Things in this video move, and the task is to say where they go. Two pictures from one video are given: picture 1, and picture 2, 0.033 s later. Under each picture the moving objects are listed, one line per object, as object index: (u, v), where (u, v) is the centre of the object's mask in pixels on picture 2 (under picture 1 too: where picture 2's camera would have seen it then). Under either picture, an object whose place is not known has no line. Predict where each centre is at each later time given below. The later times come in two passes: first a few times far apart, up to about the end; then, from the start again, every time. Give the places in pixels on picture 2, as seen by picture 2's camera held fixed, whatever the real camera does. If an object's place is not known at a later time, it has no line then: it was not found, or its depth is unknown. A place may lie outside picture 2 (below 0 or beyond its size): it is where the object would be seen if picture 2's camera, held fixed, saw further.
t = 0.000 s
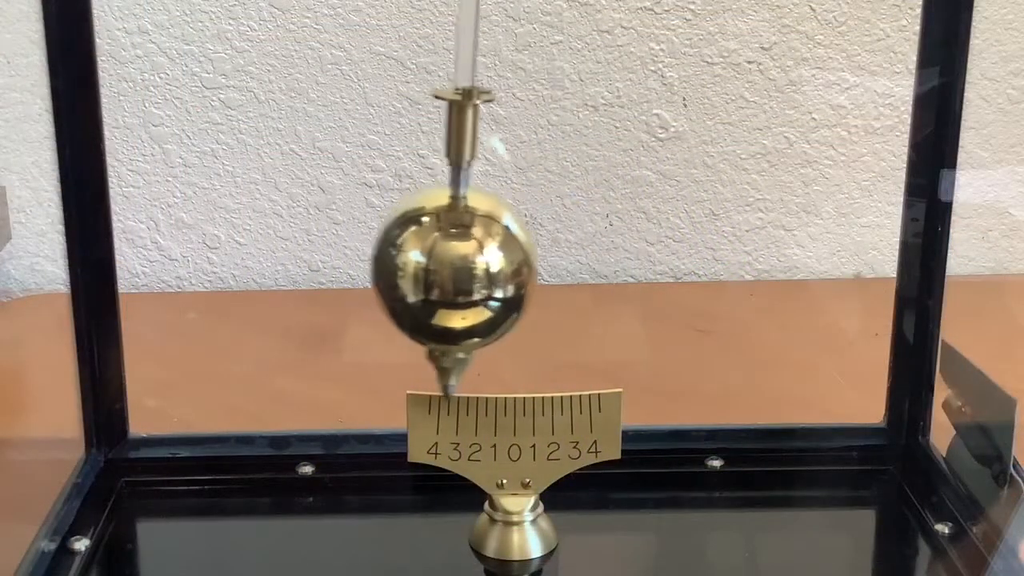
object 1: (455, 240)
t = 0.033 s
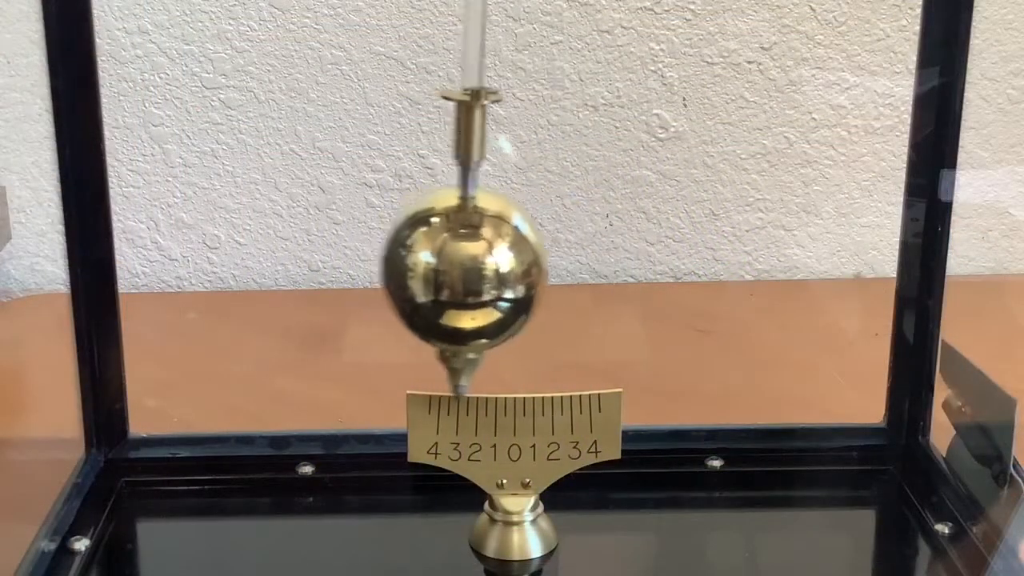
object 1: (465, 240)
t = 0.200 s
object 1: (535, 239)
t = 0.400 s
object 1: (588, 239)
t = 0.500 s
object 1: (568, 239)
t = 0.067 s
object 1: (477, 240)
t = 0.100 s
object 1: (491, 241)
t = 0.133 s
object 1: (505, 240)
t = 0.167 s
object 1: (520, 240)
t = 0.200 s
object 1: (535, 239)
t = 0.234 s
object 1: (549, 238)
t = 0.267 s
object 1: (562, 240)
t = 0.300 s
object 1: (573, 239)
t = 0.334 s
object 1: (580, 240)
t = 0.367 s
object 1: (586, 240)
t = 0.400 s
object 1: (588, 239)
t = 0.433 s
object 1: (584, 240)
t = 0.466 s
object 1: (577, 240)
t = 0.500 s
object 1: (568, 239)
